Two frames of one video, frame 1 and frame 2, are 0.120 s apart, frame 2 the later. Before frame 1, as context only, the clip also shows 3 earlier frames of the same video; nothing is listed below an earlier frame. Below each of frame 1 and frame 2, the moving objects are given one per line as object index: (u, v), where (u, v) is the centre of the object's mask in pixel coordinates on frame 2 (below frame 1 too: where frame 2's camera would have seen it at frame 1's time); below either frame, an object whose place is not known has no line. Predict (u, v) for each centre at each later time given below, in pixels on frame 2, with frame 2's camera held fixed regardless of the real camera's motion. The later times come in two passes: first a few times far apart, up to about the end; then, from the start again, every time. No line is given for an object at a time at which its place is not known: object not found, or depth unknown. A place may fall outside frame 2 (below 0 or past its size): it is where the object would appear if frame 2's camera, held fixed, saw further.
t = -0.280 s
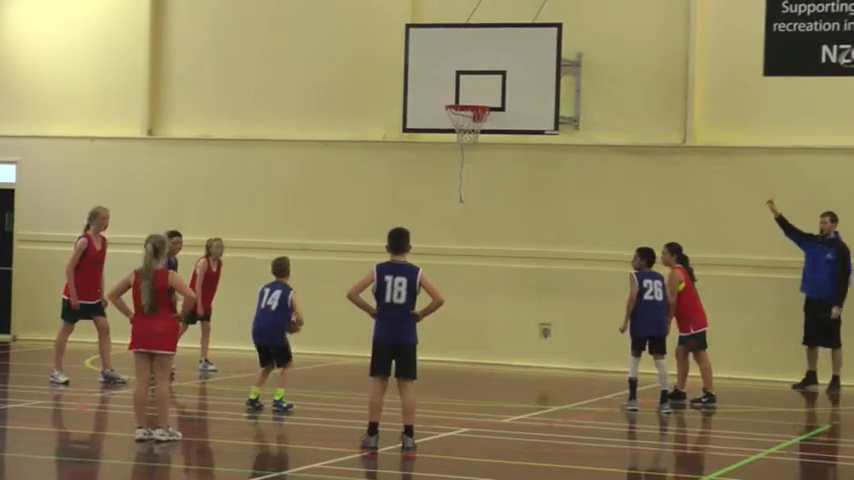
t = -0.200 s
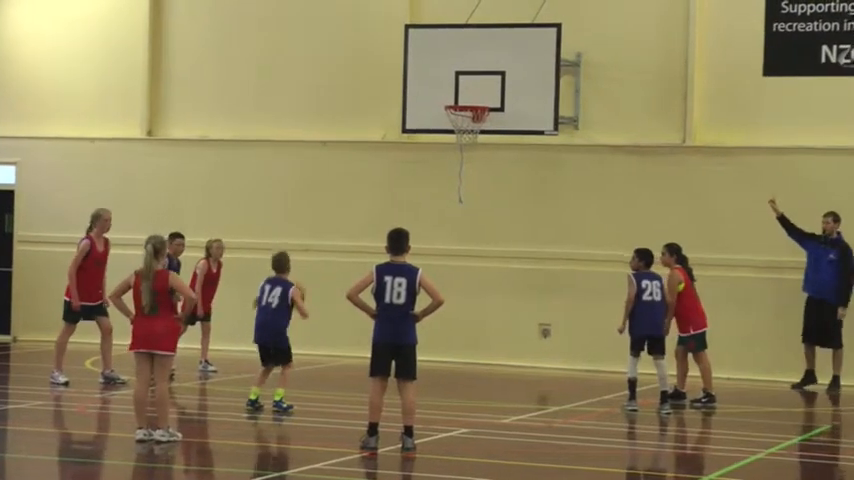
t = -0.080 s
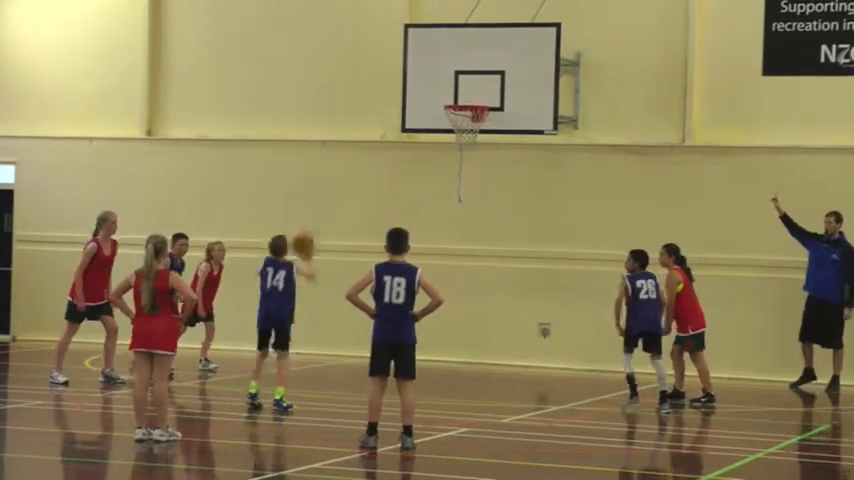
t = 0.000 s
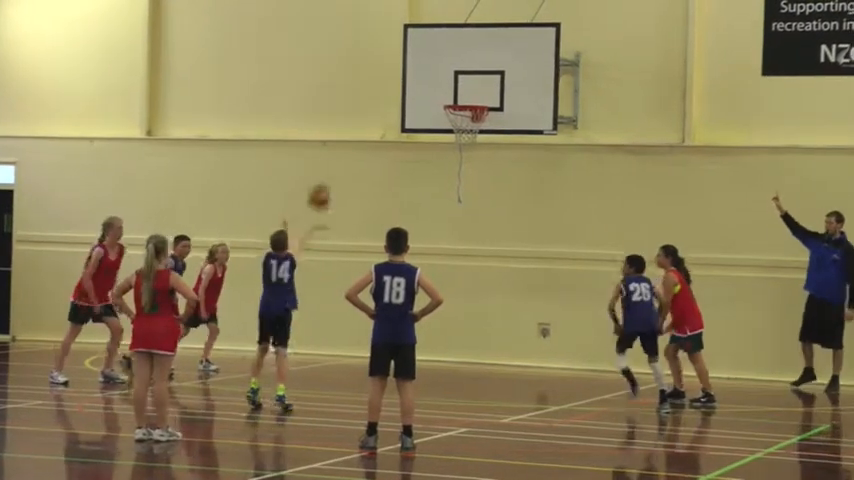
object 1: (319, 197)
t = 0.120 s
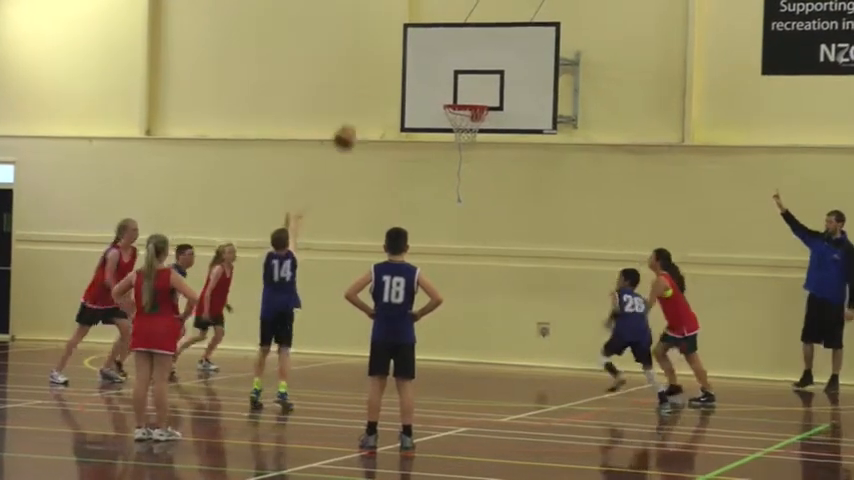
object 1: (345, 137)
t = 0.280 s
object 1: (376, 86)
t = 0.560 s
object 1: (424, 60)
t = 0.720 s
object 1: (448, 78)
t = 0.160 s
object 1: (353, 121)
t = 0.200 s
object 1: (361, 109)
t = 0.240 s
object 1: (369, 96)
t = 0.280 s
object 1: (376, 86)
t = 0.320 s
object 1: (384, 78)
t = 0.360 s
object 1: (391, 71)
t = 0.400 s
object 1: (397, 65)
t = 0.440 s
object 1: (404, 62)
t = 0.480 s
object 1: (411, 60)
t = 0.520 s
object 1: (418, 59)
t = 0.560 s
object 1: (424, 60)
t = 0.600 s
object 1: (430, 62)
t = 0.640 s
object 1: (436, 66)
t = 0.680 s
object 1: (442, 71)
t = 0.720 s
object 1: (448, 78)
